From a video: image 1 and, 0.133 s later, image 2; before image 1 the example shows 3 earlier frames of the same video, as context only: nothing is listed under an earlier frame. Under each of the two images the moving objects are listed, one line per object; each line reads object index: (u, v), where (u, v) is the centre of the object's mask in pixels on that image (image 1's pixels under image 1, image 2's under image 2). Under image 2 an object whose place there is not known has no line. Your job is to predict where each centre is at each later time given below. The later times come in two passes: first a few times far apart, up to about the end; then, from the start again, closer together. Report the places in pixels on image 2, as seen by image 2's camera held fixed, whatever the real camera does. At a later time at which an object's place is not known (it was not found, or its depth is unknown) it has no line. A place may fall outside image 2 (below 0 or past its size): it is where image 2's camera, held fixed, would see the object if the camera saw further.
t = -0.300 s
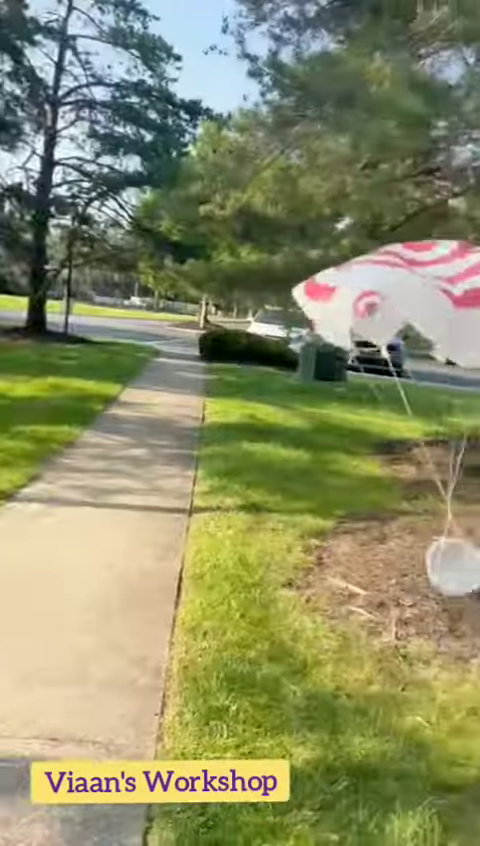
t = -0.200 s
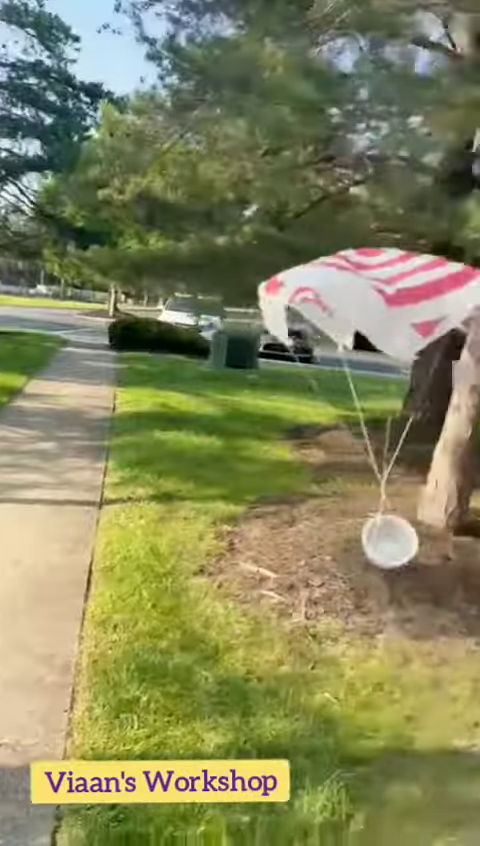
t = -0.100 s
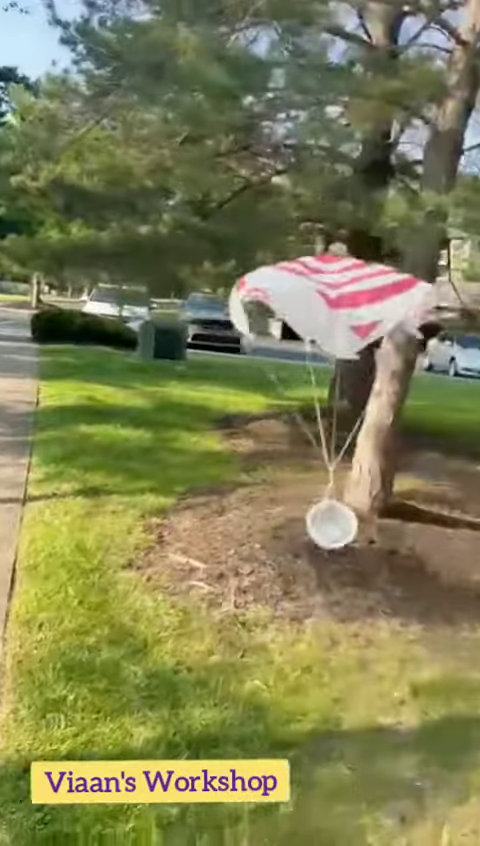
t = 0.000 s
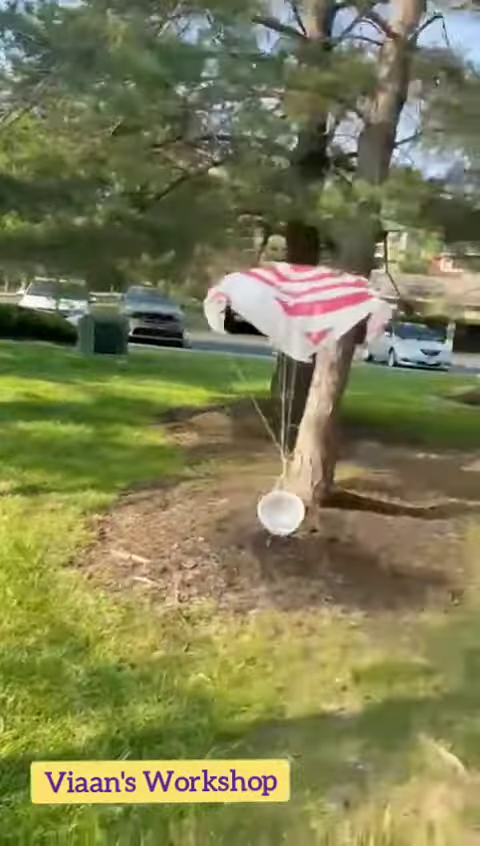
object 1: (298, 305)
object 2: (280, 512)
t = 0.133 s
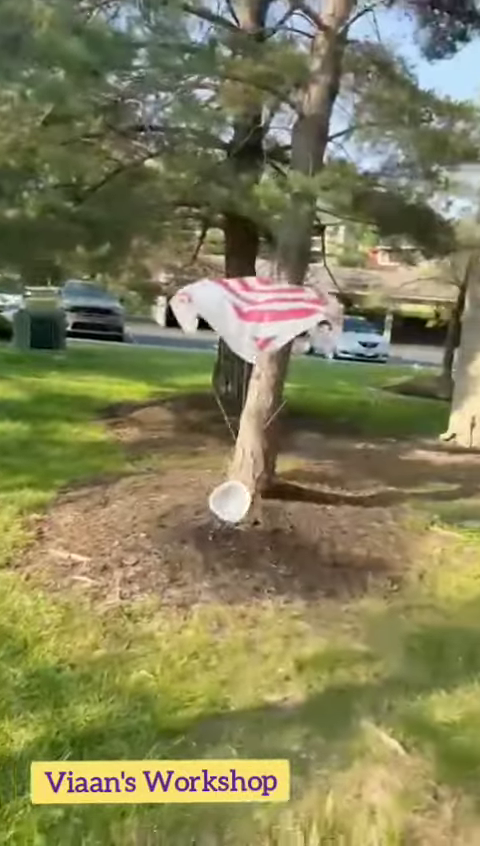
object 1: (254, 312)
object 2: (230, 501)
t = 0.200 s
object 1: (263, 319)
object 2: (235, 500)
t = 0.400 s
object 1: (282, 344)
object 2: (259, 499)
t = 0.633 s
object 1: (258, 352)
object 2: (280, 499)
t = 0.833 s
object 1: (224, 344)
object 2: (266, 505)
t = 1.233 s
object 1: (212, 332)
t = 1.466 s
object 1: (239, 353)
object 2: (146, 534)
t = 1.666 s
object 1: (290, 388)
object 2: (188, 581)
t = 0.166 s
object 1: (258, 316)
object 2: (233, 500)
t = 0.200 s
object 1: (263, 319)
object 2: (235, 500)
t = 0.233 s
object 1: (269, 323)
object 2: (238, 501)
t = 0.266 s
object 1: (271, 326)
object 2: (242, 500)
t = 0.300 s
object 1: (274, 330)
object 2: (247, 499)
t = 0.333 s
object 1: (277, 334)
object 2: (251, 498)
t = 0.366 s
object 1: (281, 339)
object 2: (254, 498)
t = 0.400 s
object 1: (282, 344)
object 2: (259, 499)
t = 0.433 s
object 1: (281, 347)
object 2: (264, 500)
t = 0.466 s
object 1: (278, 350)
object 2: (268, 500)
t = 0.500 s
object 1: (275, 351)
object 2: (271, 500)
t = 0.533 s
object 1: (271, 352)
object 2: (274, 500)
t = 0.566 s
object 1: (267, 352)
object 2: (276, 500)
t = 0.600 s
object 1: (263, 352)
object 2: (277, 499)
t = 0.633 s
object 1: (258, 352)
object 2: (280, 499)
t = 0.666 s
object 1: (253, 350)
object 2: (280, 500)
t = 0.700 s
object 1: (246, 348)
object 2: (279, 501)
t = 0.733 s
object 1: (241, 347)
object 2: (277, 502)
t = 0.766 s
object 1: (235, 345)
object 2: (274, 503)
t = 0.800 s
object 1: (229, 345)
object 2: (271, 504)
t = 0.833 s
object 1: (224, 344)
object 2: (266, 505)
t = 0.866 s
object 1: (219, 344)
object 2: (261, 506)
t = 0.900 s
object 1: (216, 343)
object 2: (255, 506)
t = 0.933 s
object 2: (248, 507)
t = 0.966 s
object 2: (239, 509)
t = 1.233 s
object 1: (212, 332)
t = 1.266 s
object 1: (214, 334)
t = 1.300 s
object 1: (216, 335)
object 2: (156, 521)
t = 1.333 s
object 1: (218, 337)
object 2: (151, 524)
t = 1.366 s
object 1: (221, 340)
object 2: (147, 526)
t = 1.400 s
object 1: (226, 344)
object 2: (145, 528)
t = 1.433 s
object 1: (232, 348)
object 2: (145, 531)
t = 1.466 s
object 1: (239, 353)
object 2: (146, 534)
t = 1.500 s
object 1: (246, 358)
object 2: (148, 538)
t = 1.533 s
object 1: (254, 362)
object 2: (152, 545)
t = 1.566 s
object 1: (264, 369)
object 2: (158, 553)
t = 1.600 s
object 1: (273, 375)
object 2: (166, 561)
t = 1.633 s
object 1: (281, 381)
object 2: (176, 570)
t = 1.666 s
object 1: (290, 388)
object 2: (188, 581)
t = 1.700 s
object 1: (299, 394)
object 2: (202, 592)
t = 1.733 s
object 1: (307, 400)
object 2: (217, 599)
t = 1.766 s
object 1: (317, 406)
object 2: (234, 607)
